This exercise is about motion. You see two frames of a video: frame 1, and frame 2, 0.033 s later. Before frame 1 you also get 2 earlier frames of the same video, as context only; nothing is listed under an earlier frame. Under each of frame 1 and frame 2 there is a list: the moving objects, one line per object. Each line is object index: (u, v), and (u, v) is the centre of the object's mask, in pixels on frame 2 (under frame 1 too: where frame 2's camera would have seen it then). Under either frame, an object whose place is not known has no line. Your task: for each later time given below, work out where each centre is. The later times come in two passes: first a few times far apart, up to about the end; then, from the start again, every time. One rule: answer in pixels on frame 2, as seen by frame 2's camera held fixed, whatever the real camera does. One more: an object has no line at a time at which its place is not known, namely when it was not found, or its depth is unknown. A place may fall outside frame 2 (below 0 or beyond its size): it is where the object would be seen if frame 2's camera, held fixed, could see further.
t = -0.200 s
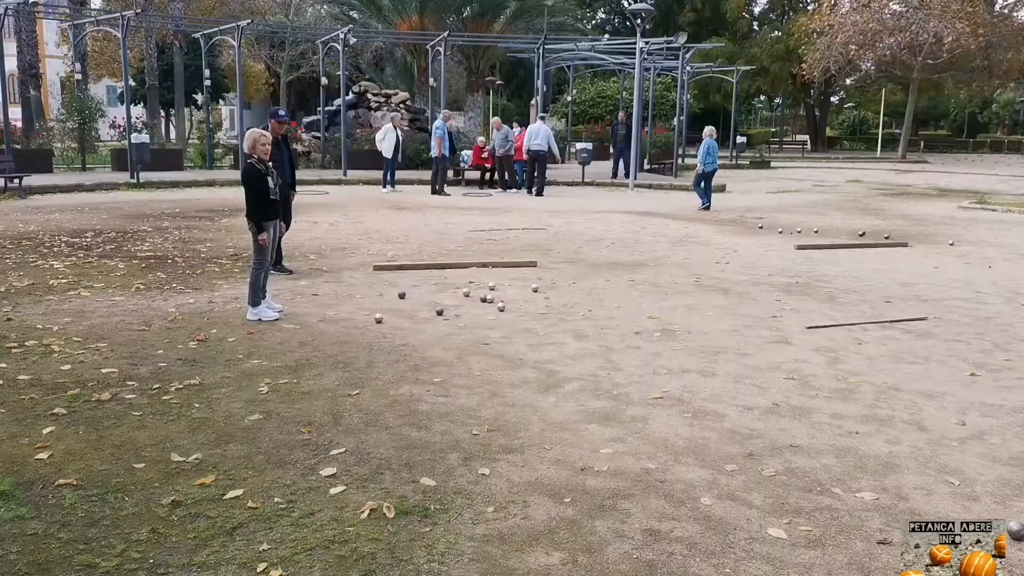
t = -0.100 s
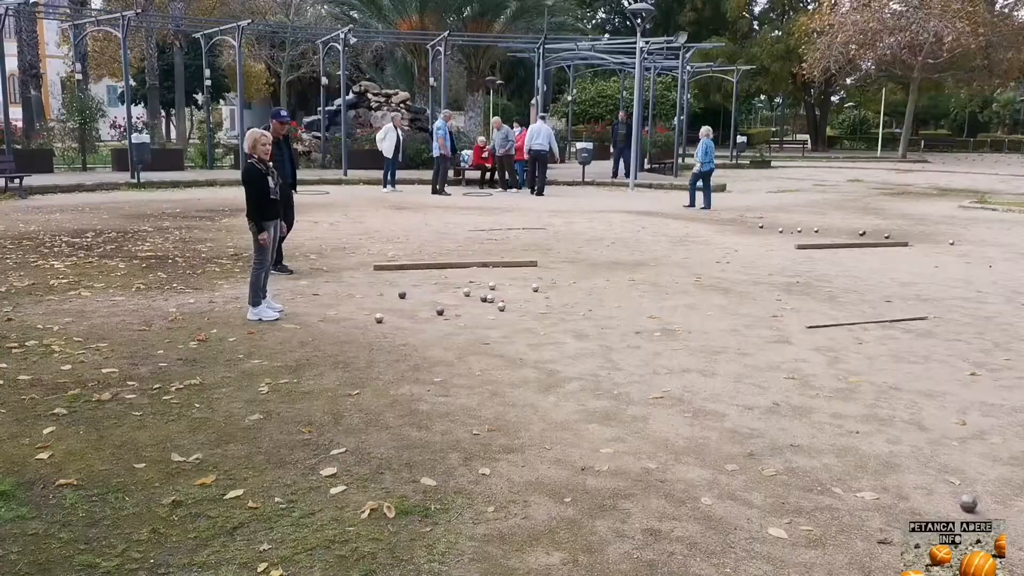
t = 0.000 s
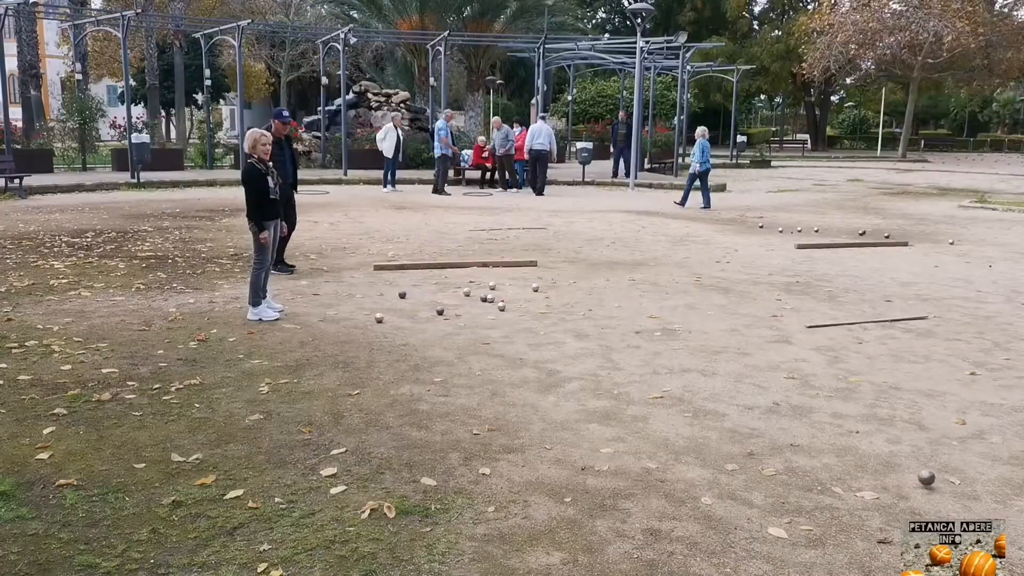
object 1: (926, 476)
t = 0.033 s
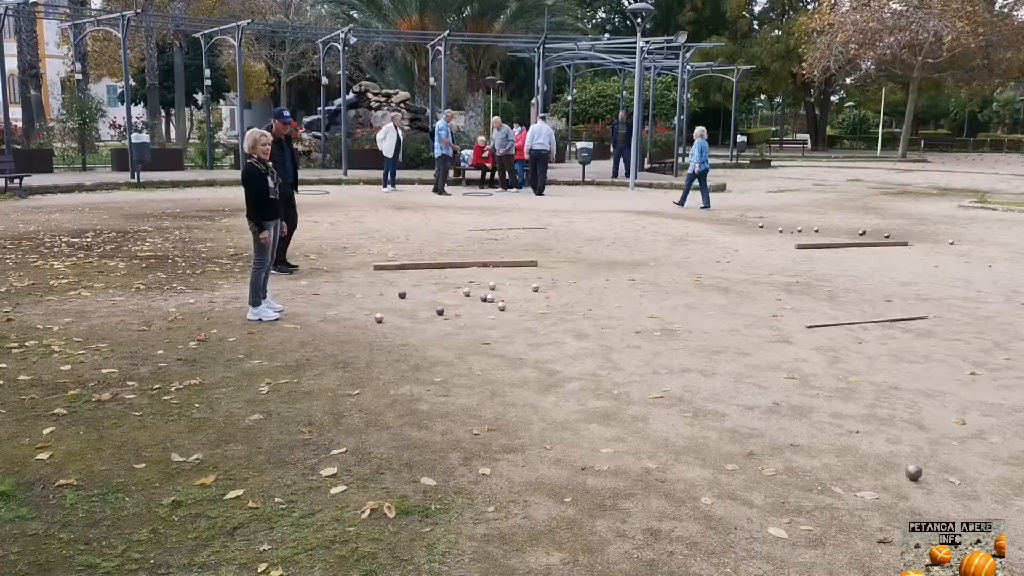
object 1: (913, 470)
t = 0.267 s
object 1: (836, 429)
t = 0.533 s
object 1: (769, 394)
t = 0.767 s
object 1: (724, 373)
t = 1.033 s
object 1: (685, 353)
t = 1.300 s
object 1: (653, 339)
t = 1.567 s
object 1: (624, 327)
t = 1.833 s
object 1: (602, 318)
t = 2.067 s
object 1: (586, 309)
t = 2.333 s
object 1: (569, 302)
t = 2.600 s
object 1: (553, 296)
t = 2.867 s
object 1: (541, 291)
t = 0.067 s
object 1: (901, 463)
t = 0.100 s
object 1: (889, 457)
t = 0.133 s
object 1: (878, 452)
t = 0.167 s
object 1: (867, 445)
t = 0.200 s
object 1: (856, 439)
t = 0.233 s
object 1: (846, 434)
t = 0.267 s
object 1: (836, 429)
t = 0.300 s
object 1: (826, 424)
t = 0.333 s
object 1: (816, 419)
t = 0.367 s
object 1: (807, 414)
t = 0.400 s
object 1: (797, 410)
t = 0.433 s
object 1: (791, 405)
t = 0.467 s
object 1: (781, 400)
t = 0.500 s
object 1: (775, 397)
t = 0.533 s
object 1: (769, 394)
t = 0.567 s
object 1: (762, 391)
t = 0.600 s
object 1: (755, 387)
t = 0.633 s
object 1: (749, 384)
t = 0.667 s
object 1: (742, 382)
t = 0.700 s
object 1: (736, 378)
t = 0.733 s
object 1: (730, 374)
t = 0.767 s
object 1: (724, 373)
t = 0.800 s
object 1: (719, 370)
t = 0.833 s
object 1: (713, 367)
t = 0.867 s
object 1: (709, 365)
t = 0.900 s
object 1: (704, 362)
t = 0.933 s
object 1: (699, 360)
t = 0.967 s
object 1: (694, 358)
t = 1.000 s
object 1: (690, 356)
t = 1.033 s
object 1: (685, 353)
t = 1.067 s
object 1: (681, 351)
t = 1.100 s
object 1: (676, 350)
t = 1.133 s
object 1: (672, 347)
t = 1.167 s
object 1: (668, 346)
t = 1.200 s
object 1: (664, 344)
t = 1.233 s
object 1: (660, 343)
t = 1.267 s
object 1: (656, 340)
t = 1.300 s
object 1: (653, 339)
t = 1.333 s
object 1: (649, 337)
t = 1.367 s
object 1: (645, 336)
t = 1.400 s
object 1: (641, 334)
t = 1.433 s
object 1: (638, 332)
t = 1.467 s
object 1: (634, 331)
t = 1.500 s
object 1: (631, 330)
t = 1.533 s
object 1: (628, 328)
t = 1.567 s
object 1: (624, 327)
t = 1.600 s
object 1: (621, 326)
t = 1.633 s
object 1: (618, 324)
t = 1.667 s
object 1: (615, 323)
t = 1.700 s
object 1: (612, 321)
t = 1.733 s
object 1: (610, 320)
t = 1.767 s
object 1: (607, 319)
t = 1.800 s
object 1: (604, 318)
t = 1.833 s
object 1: (602, 318)
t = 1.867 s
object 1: (599, 316)
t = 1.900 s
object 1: (597, 315)
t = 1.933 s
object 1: (595, 313)
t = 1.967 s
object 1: (592, 312)
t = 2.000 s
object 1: (590, 312)
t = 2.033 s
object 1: (588, 310)
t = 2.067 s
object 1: (586, 309)
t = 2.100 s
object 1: (584, 309)
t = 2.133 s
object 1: (581, 307)
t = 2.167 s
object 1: (579, 307)
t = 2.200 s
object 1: (576, 305)
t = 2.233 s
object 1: (575, 305)
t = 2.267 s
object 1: (573, 304)
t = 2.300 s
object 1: (570, 303)
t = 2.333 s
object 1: (569, 302)
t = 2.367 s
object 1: (566, 302)
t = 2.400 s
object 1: (564, 301)
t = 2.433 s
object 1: (562, 300)
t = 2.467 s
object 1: (561, 299)
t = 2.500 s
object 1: (559, 299)
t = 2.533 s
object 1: (557, 297)
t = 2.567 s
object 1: (555, 297)
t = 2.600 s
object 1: (553, 296)
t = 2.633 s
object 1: (551, 296)
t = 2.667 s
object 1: (549, 295)
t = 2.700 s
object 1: (548, 295)
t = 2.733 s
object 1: (547, 294)
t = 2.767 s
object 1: (546, 293)
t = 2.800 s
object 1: (544, 292)
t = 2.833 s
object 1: (542, 292)
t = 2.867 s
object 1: (541, 291)
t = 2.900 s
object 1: (540, 291)
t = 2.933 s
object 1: (538, 291)
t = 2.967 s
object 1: (536, 290)
